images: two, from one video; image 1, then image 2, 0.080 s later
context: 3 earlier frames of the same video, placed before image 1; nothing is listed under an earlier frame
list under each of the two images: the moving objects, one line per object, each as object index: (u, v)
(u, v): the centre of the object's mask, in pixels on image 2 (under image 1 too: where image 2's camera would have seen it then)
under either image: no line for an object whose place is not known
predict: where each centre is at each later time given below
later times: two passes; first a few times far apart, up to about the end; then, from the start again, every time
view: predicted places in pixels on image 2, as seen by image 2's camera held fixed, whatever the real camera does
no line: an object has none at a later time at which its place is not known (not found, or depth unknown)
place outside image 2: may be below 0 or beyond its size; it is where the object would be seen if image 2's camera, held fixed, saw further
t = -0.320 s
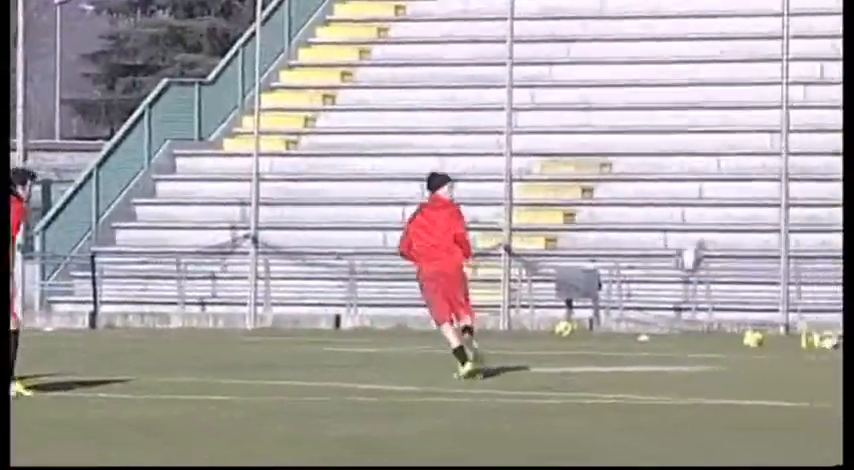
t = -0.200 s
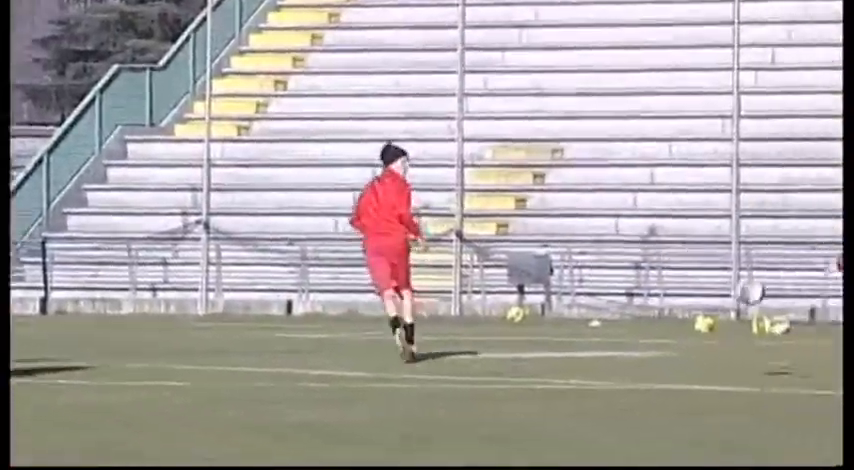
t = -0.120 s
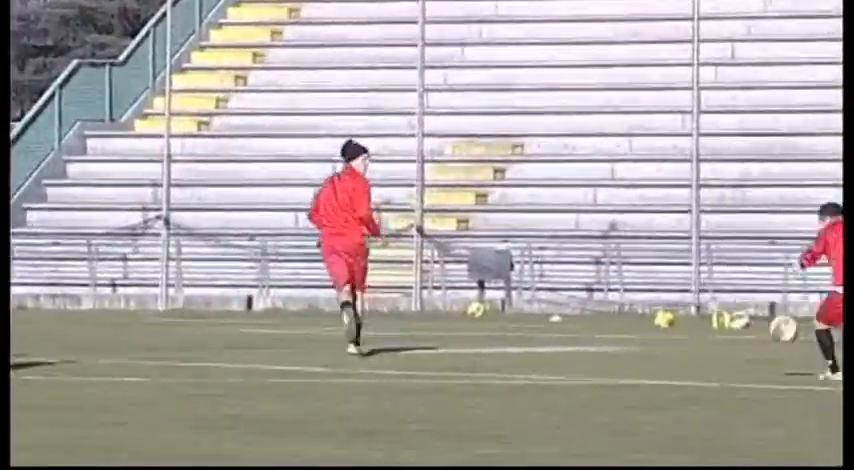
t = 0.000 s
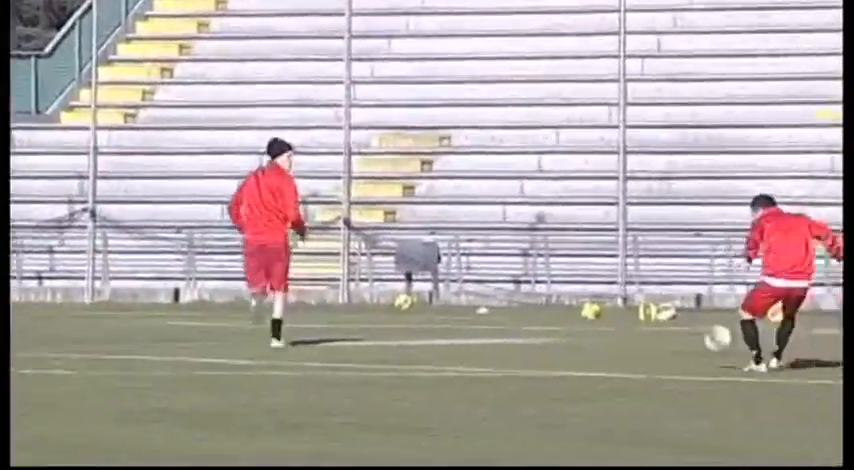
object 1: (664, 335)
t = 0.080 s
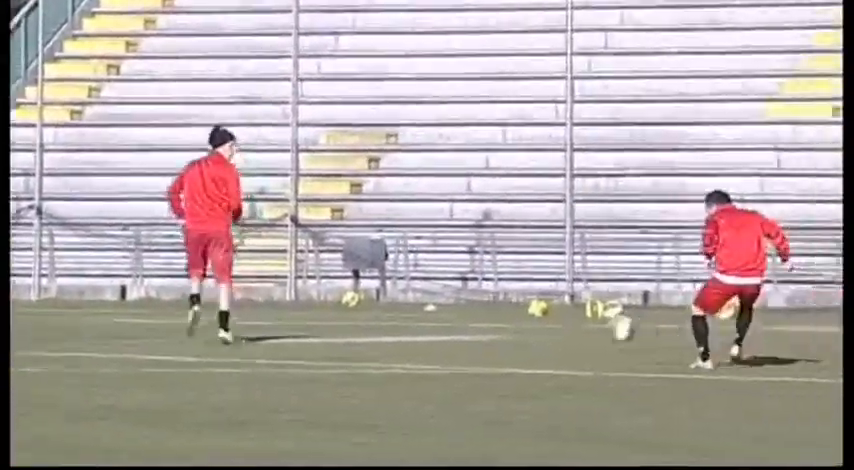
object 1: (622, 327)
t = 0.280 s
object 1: (513, 342)
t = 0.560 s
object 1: (435, 334)
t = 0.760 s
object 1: (381, 342)
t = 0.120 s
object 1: (599, 329)
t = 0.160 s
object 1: (577, 329)
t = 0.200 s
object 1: (555, 331)
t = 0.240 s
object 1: (534, 336)
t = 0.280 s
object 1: (513, 342)
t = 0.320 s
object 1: (492, 347)
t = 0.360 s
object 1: (480, 341)
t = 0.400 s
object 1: (472, 335)
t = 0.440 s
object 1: (461, 333)
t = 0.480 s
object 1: (453, 332)
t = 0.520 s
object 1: (444, 333)
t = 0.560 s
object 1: (435, 334)
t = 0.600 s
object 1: (424, 339)
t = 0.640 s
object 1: (412, 347)
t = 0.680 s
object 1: (401, 346)
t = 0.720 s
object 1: (391, 344)
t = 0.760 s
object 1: (381, 342)
